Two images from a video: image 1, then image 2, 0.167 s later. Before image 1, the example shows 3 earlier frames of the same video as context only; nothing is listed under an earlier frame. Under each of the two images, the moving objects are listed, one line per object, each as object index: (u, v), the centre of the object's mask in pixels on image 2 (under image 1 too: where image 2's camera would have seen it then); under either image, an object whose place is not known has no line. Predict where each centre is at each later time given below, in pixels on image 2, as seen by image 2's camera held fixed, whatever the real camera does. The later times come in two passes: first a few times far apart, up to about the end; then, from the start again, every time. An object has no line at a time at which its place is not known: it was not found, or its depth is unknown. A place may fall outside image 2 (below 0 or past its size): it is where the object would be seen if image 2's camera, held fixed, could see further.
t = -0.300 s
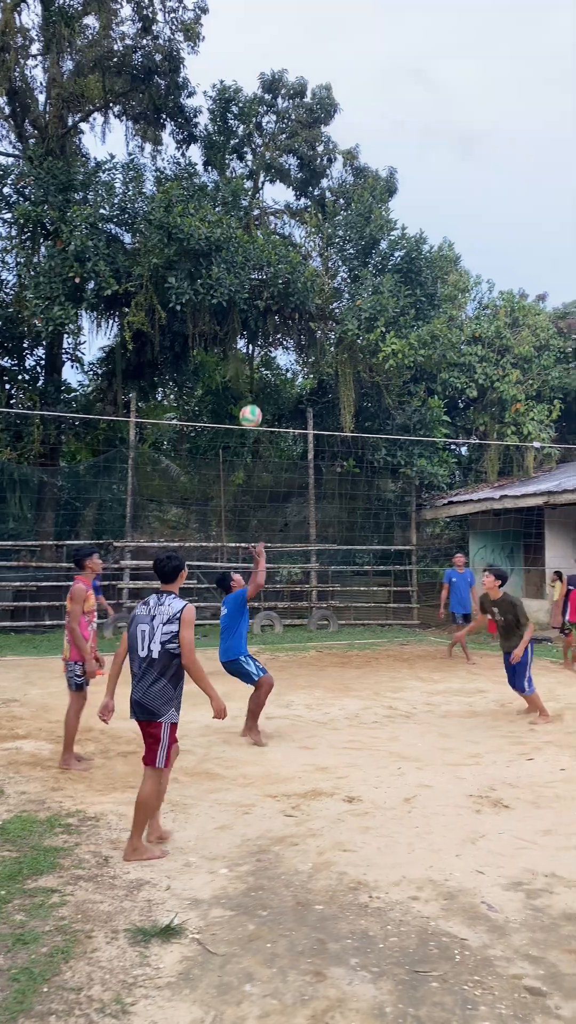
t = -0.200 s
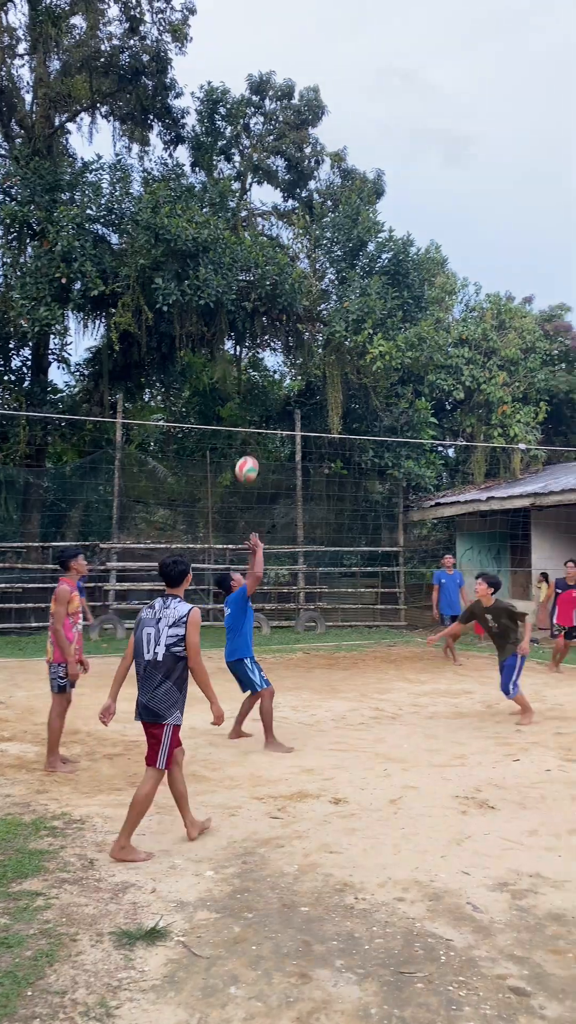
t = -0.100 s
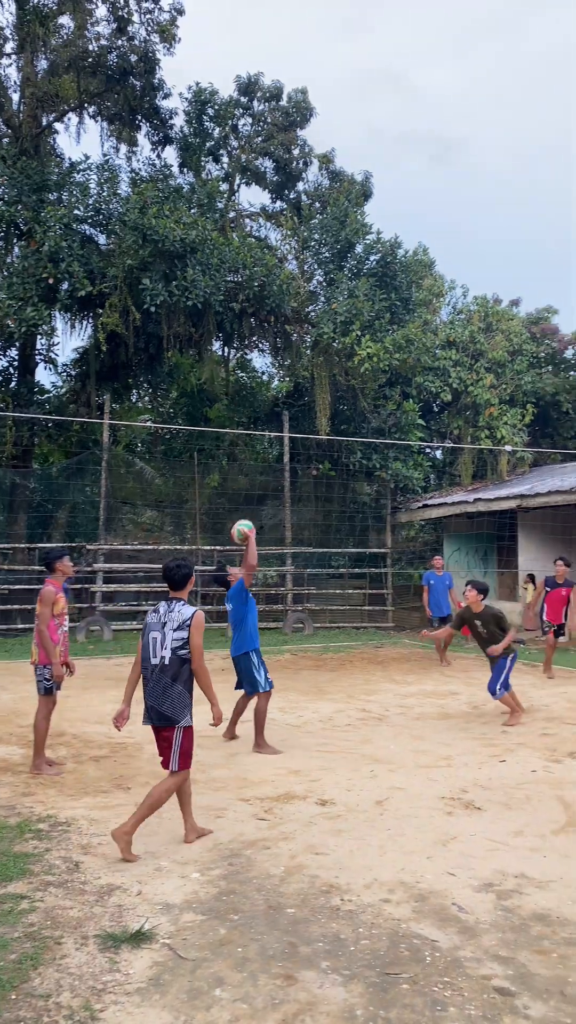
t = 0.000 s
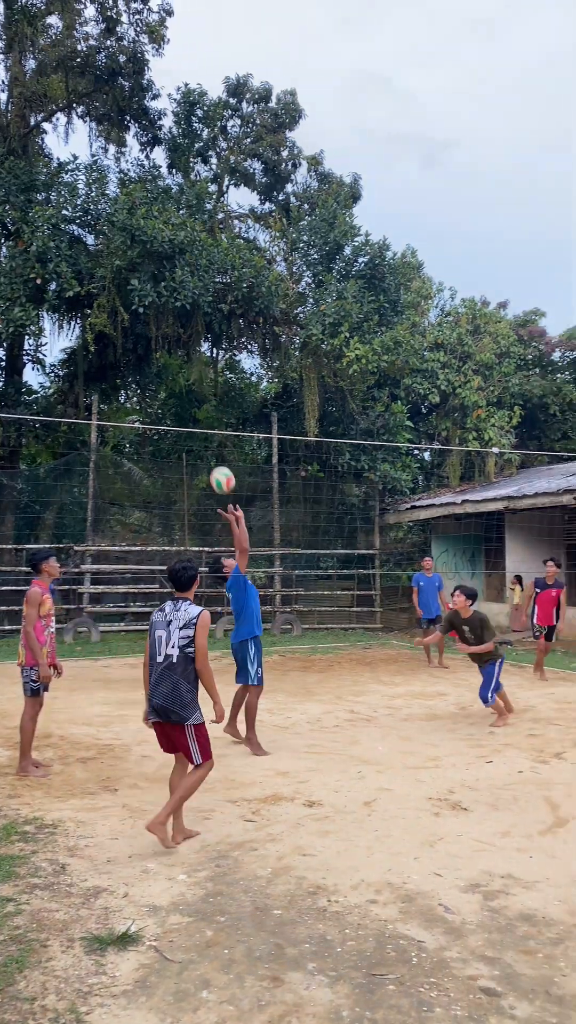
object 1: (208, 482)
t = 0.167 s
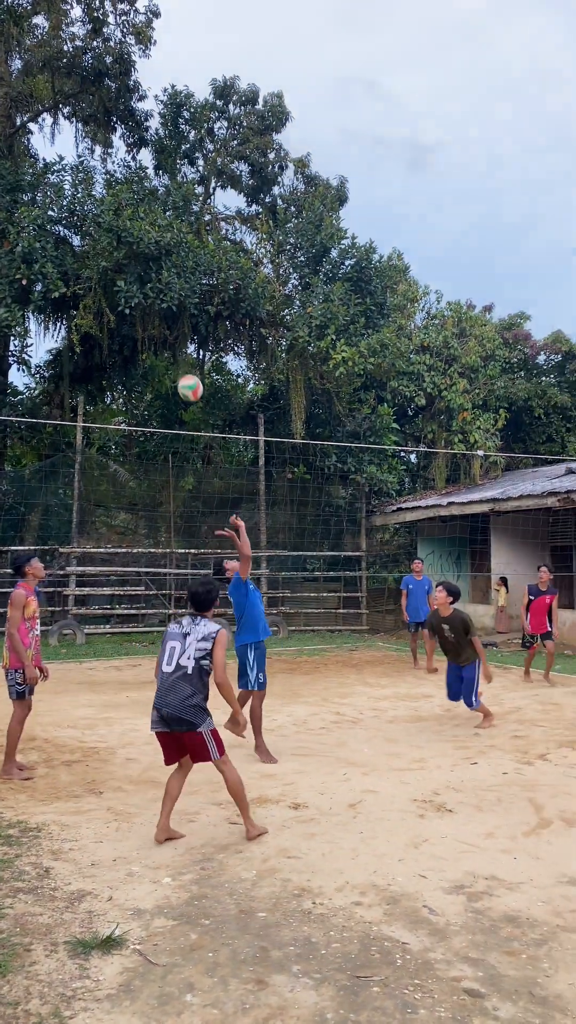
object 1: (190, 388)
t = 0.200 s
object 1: (186, 372)
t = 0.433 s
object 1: (161, 300)
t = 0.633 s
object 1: (140, 285)
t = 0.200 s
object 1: (186, 372)
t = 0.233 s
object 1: (183, 358)
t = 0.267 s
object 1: (179, 345)
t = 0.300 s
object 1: (176, 334)
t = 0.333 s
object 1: (172, 324)
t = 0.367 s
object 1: (168, 314)
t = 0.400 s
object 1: (165, 306)
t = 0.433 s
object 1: (161, 300)
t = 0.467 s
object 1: (158, 294)
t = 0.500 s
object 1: (154, 290)
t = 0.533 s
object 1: (151, 287)
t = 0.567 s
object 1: (147, 285)
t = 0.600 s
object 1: (144, 284)
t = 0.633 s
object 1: (140, 285)
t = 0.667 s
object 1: (136, 288)
